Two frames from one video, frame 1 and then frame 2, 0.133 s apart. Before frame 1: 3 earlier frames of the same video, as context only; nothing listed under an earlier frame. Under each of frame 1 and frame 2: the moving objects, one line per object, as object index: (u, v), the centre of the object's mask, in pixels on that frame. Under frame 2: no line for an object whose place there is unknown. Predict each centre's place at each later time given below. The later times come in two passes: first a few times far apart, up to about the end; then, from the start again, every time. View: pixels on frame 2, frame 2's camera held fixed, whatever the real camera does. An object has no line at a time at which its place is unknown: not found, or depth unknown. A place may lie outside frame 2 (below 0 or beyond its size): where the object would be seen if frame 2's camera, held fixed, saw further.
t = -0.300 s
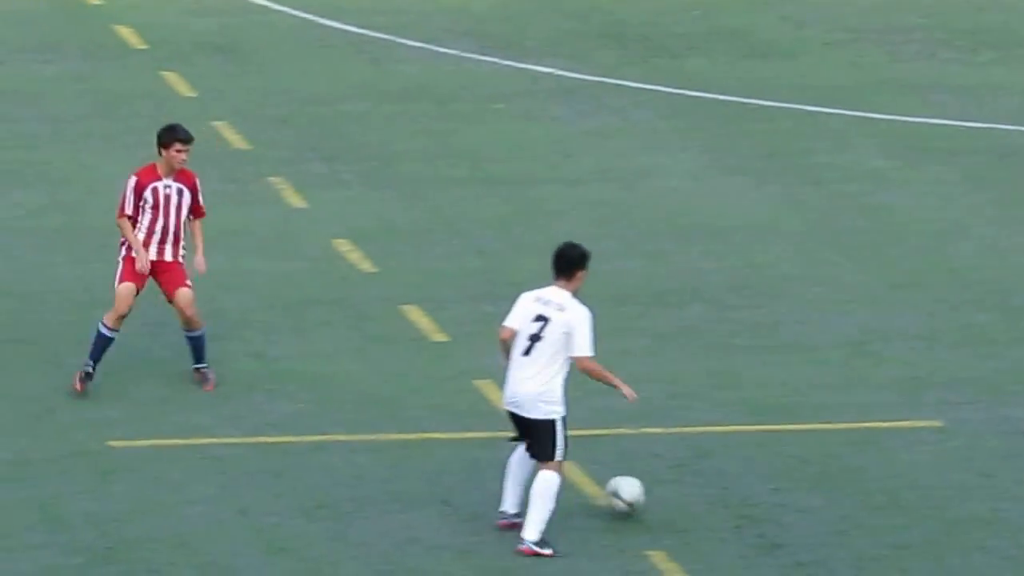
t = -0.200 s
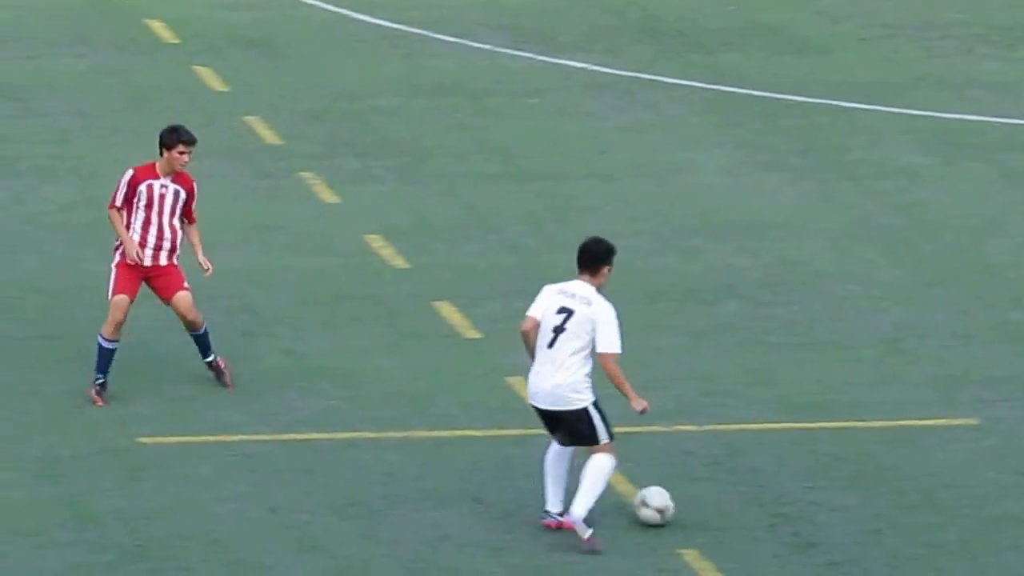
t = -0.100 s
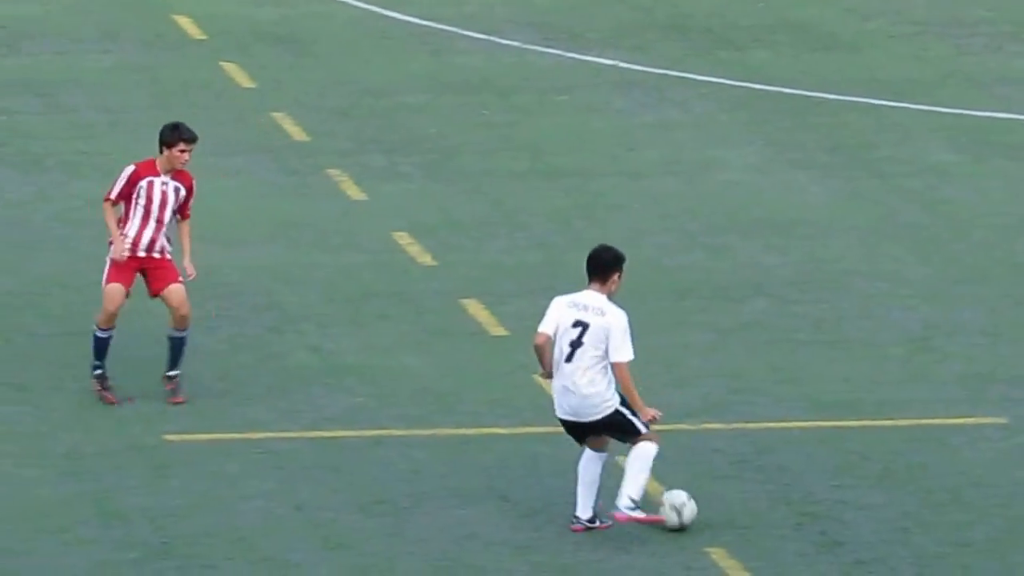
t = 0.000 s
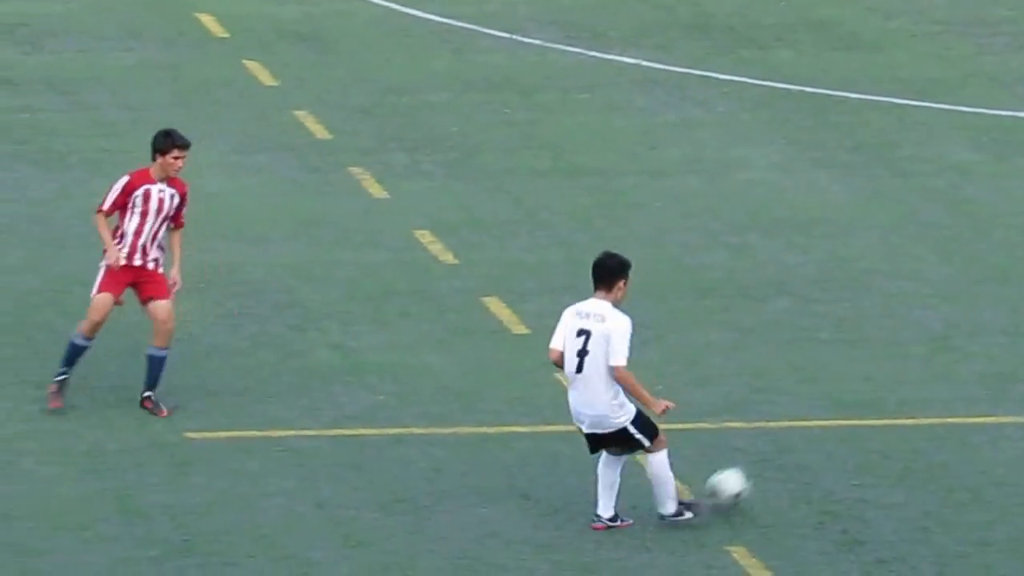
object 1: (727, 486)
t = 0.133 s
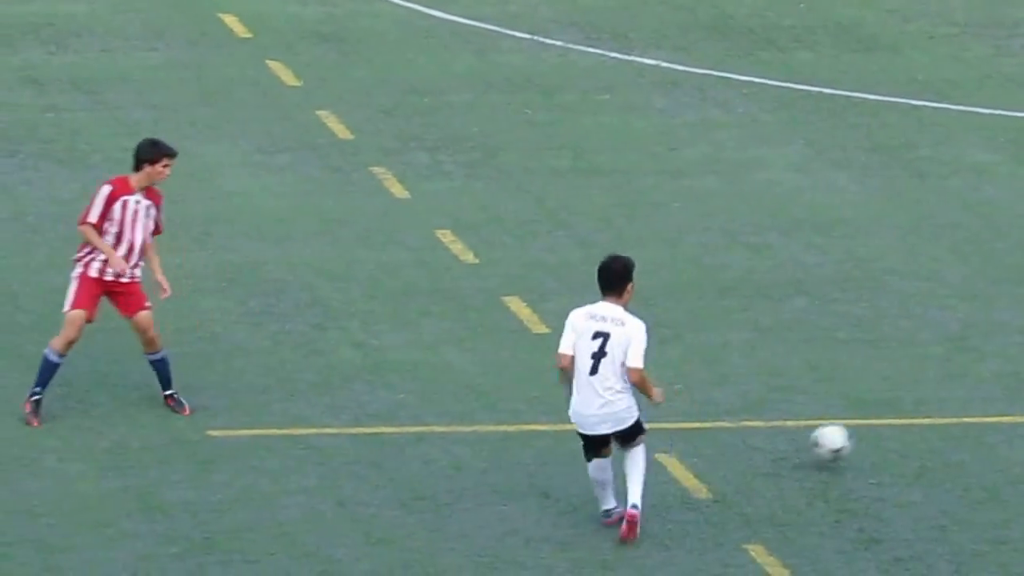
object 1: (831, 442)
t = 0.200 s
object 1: (869, 433)
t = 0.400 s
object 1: (969, 378)
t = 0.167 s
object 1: (850, 436)
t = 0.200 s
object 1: (869, 433)
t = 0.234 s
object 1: (888, 426)
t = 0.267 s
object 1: (904, 413)
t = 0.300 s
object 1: (920, 401)
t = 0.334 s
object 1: (937, 392)
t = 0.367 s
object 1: (953, 384)
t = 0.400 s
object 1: (969, 378)
